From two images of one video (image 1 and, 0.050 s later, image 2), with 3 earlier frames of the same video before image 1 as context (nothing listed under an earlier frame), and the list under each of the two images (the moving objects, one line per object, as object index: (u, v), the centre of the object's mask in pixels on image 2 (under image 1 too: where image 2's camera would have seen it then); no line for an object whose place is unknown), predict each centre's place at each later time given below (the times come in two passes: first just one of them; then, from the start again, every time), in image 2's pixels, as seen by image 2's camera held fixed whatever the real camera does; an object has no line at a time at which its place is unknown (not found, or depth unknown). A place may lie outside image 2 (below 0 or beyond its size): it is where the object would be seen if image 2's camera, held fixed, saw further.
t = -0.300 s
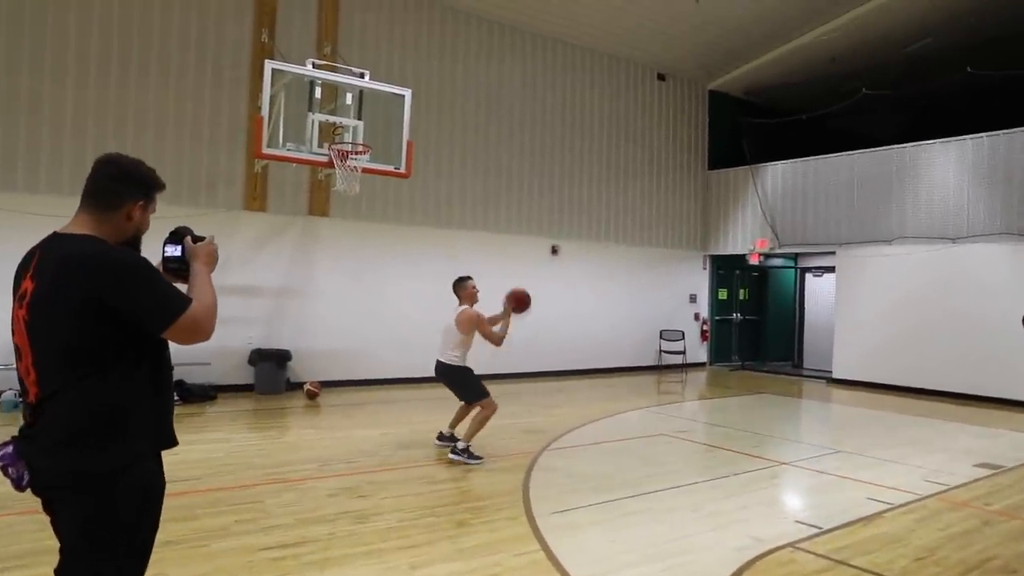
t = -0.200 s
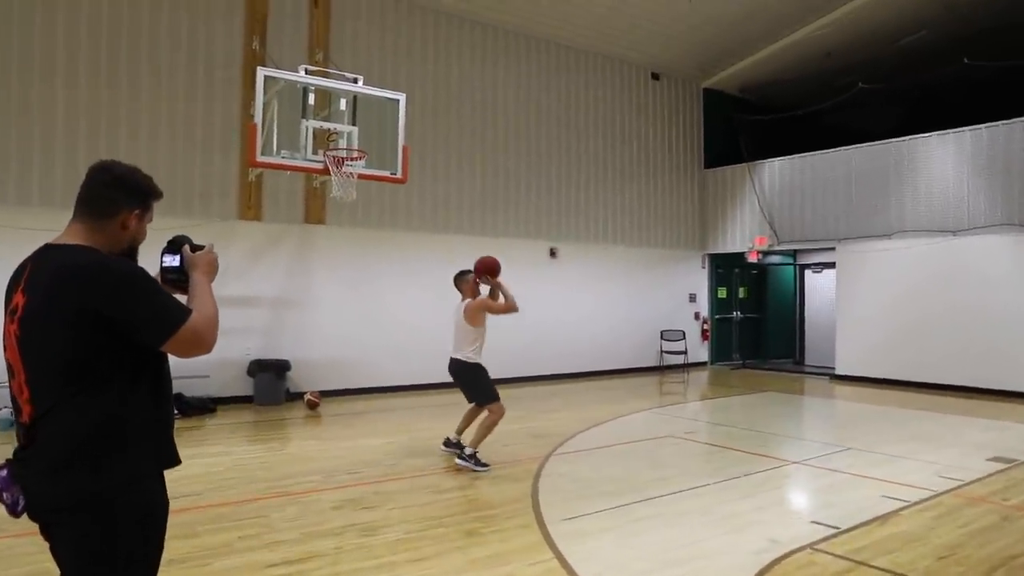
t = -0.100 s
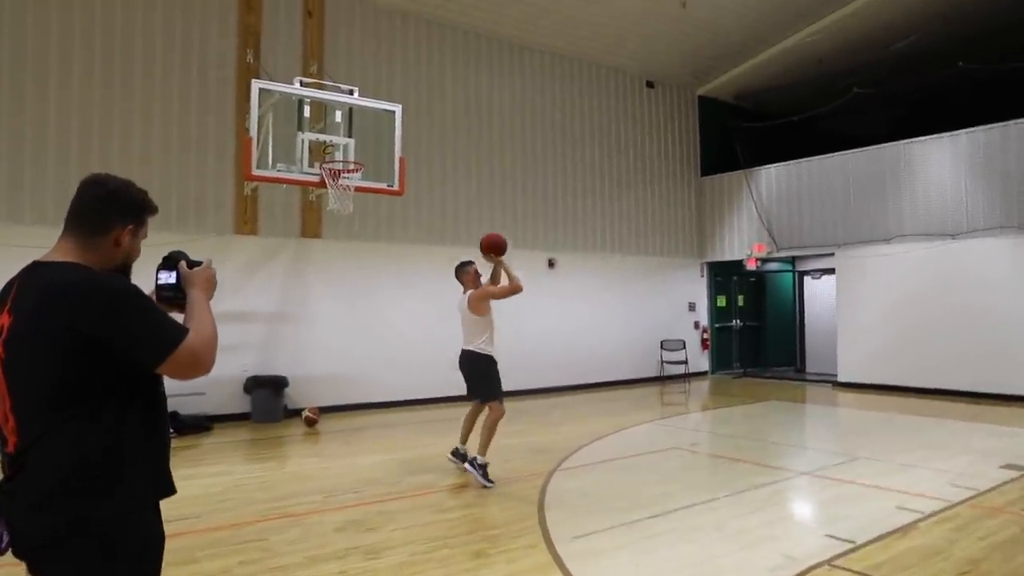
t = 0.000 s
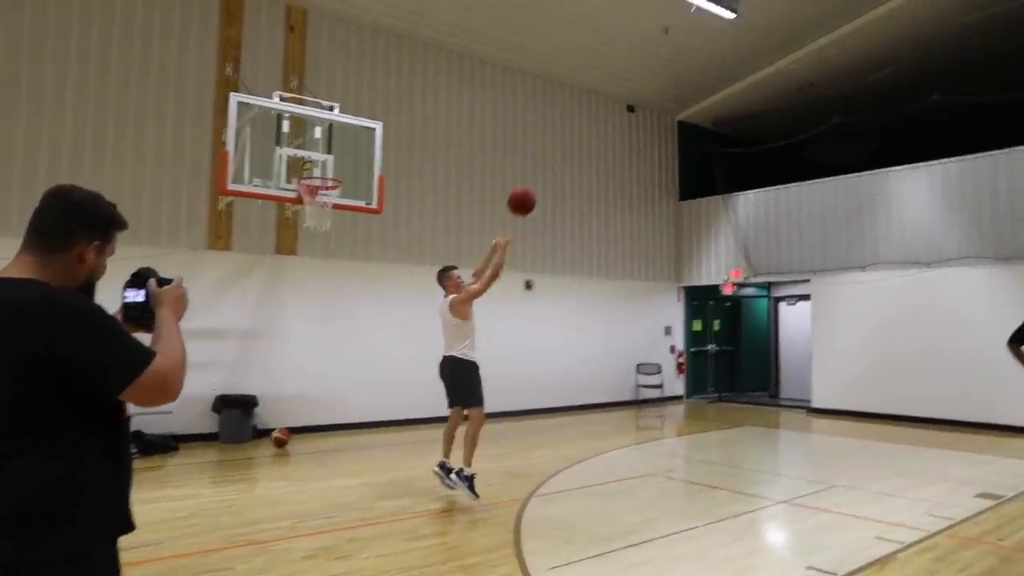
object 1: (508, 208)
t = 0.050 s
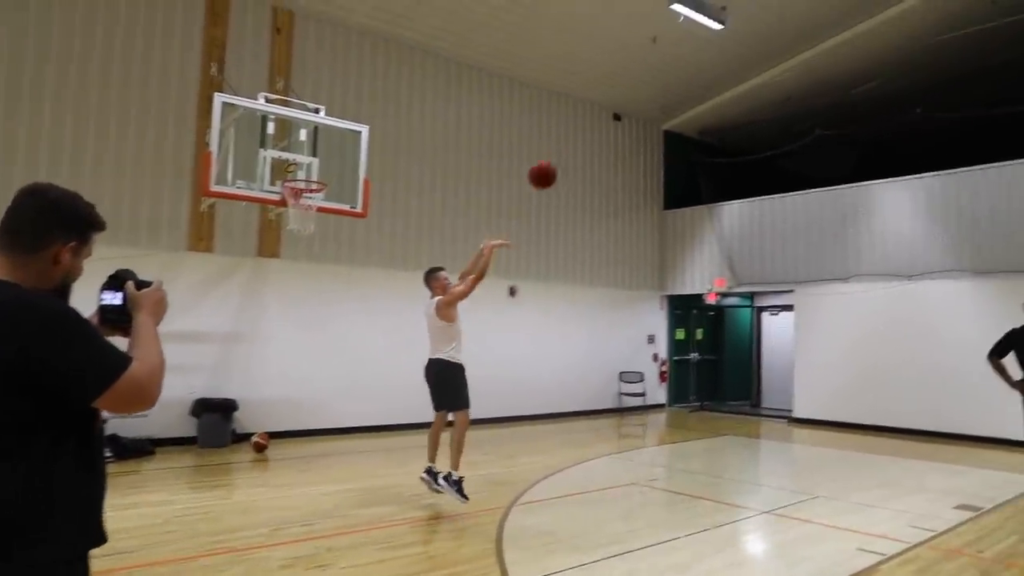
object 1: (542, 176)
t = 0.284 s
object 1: (704, 54)
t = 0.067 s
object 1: (554, 164)
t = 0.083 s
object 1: (565, 154)
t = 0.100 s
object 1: (577, 144)
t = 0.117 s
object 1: (589, 135)
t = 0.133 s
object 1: (600, 126)
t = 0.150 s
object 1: (612, 116)
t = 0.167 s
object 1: (623, 107)
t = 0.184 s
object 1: (636, 98)
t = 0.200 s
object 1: (647, 91)
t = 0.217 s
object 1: (658, 82)
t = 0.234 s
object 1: (670, 75)
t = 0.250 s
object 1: (682, 67)
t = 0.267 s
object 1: (693, 61)
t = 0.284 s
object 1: (704, 54)
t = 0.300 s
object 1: (716, 47)
